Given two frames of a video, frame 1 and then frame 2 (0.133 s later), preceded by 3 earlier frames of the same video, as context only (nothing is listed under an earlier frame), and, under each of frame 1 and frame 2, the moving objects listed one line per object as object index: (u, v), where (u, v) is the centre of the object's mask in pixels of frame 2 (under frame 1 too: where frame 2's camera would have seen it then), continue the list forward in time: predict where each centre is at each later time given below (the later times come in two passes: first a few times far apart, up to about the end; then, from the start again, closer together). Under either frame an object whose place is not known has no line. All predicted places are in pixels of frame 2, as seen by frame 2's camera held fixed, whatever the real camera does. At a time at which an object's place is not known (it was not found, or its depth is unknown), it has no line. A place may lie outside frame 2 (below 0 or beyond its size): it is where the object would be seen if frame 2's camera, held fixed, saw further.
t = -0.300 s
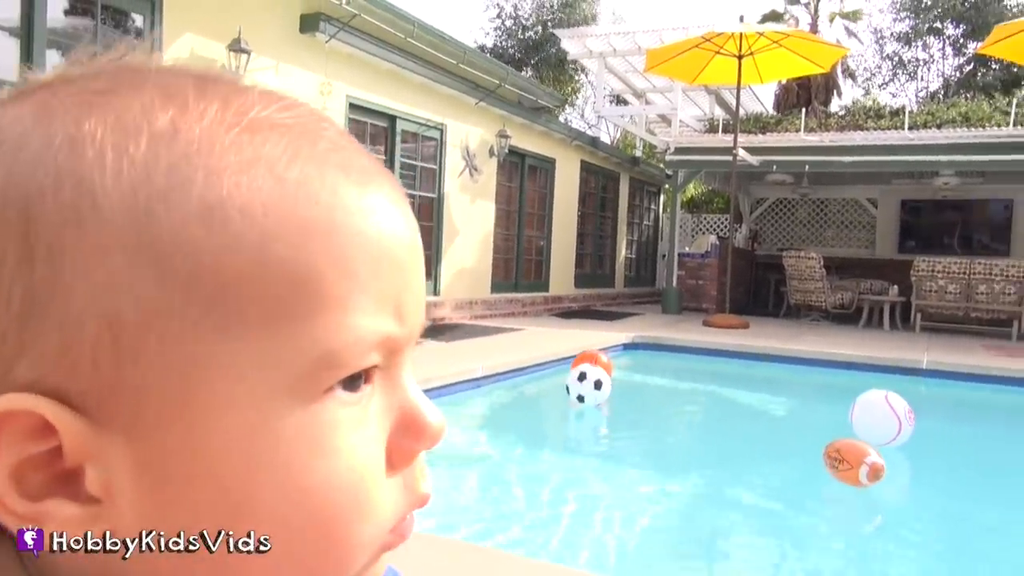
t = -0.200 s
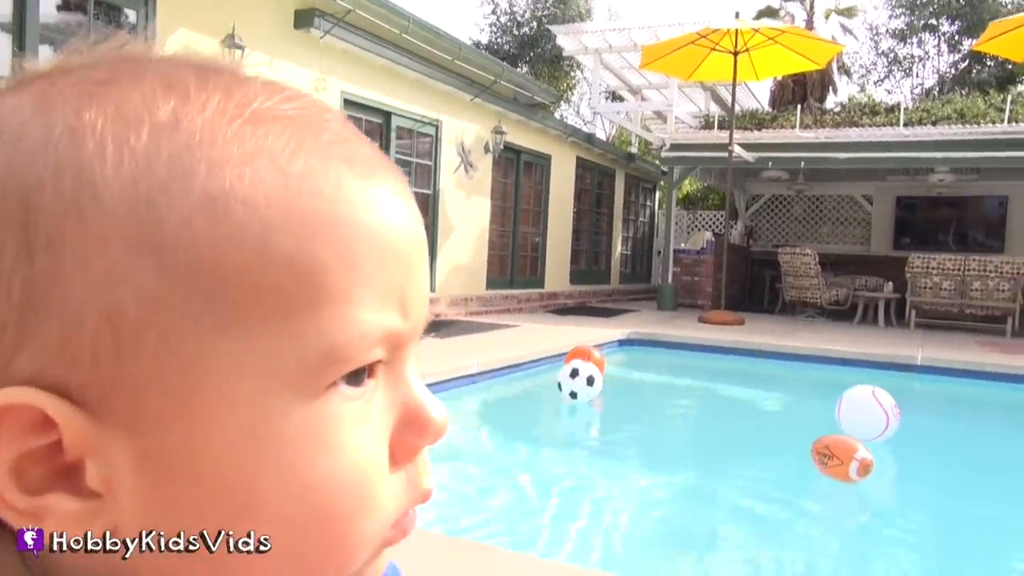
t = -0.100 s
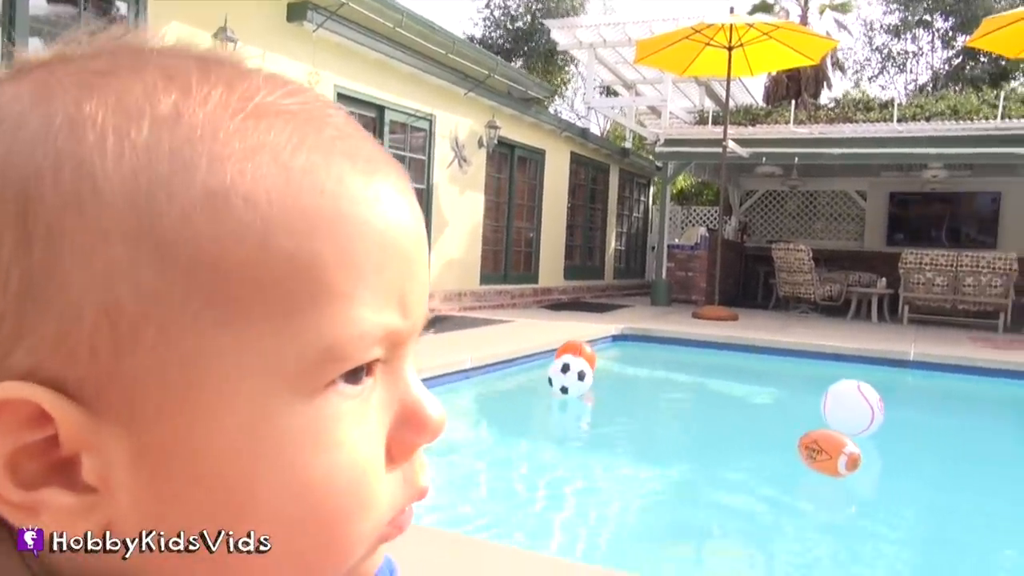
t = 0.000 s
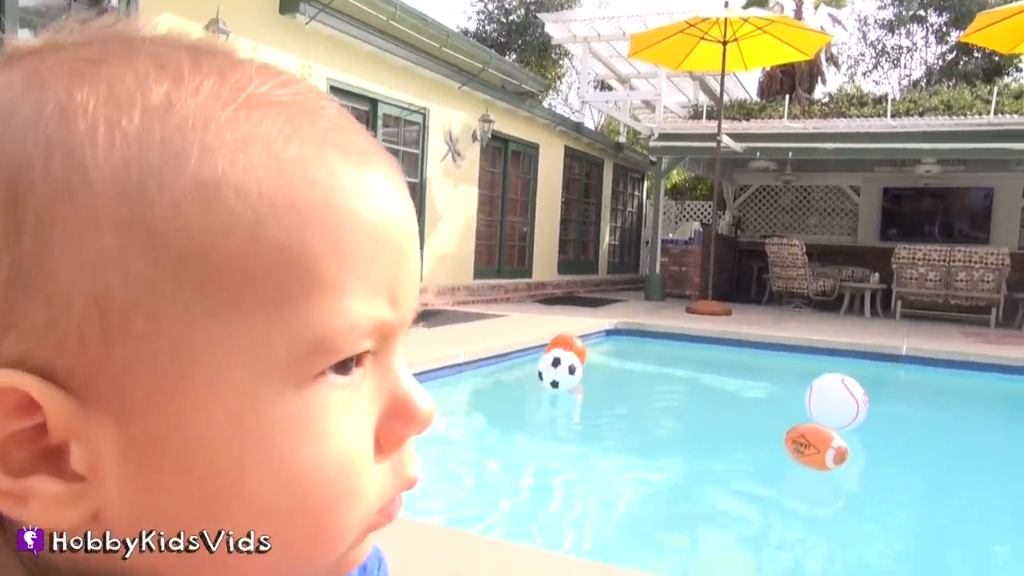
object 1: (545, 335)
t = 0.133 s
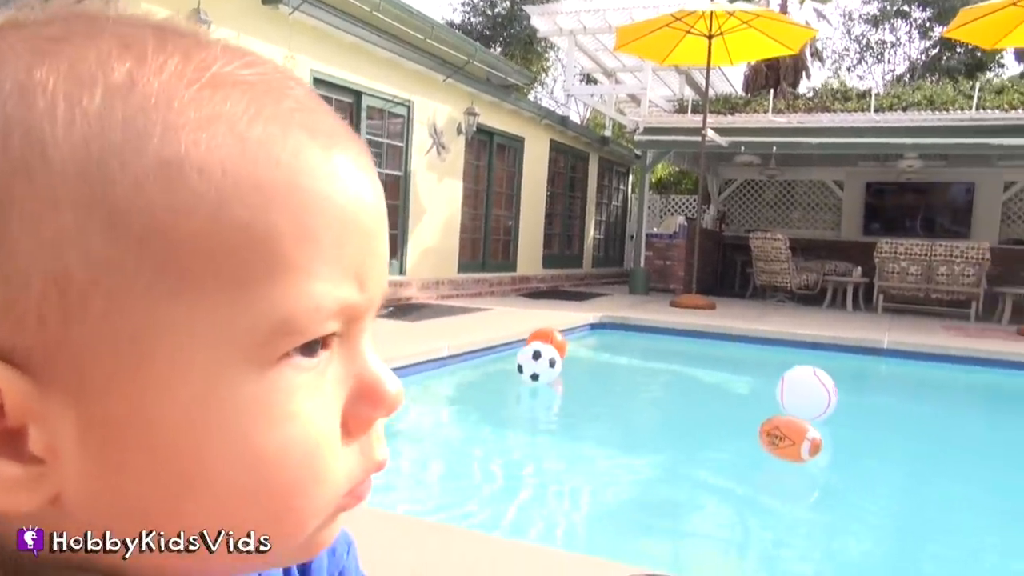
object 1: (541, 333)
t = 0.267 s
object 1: (535, 333)
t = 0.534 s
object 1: (529, 333)
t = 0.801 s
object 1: (521, 332)
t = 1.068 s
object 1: (515, 331)
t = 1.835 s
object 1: (484, 331)
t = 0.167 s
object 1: (538, 332)
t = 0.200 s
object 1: (538, 334)
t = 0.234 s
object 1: (537, 334)
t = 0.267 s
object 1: (535, 333)
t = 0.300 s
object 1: (535, 334)
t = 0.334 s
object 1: (535, 334)
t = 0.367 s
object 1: (533, 332)
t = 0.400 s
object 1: (532, 332)
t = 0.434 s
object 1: (532, 333)
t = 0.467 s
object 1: (531, 333)
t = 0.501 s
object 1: (531, 333)
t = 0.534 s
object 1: (529, 333)
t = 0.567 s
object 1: (528, 333)
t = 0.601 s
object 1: (527, 333)
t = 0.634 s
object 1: (526, 333)
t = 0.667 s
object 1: (526, 333)
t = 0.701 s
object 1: (524, 333)
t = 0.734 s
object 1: (525, 333)
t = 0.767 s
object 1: (520, 332)
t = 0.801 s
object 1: (521, 332)
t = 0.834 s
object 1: (520, 332)
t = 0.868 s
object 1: (521, 333)
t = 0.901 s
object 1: (519, 332)
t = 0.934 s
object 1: (519, 333)
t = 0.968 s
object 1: (517, 330)
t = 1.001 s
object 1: (517, 331)
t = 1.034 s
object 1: (516, 330)
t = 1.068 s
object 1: (515, 331)
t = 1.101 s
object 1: (514, 331)
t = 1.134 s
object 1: (514, 330)
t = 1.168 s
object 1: (513, 330)
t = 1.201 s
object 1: (513, 331)
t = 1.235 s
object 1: (512, 329)
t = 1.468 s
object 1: (500, 330)
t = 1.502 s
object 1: (501, 331)
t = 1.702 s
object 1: (490, 331)
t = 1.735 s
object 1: (490, 330)
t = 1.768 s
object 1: (487, 330)
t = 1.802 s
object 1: (487, 330)
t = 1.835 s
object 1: (484, 331)
